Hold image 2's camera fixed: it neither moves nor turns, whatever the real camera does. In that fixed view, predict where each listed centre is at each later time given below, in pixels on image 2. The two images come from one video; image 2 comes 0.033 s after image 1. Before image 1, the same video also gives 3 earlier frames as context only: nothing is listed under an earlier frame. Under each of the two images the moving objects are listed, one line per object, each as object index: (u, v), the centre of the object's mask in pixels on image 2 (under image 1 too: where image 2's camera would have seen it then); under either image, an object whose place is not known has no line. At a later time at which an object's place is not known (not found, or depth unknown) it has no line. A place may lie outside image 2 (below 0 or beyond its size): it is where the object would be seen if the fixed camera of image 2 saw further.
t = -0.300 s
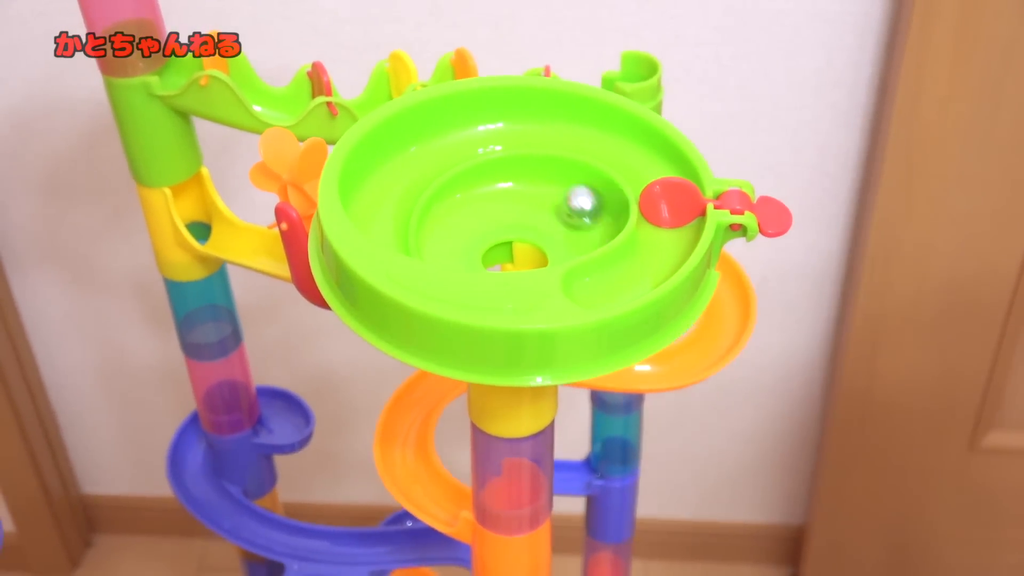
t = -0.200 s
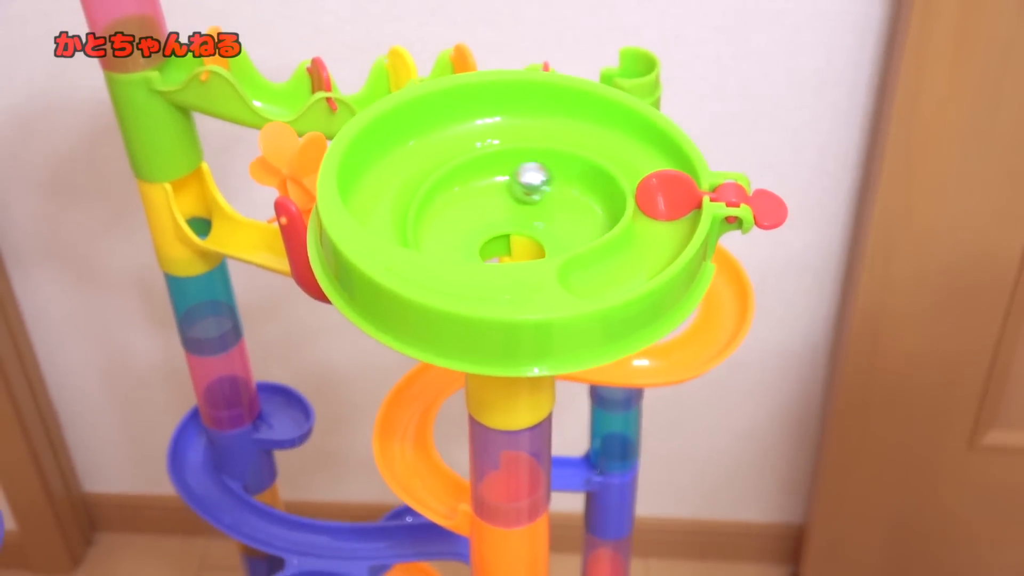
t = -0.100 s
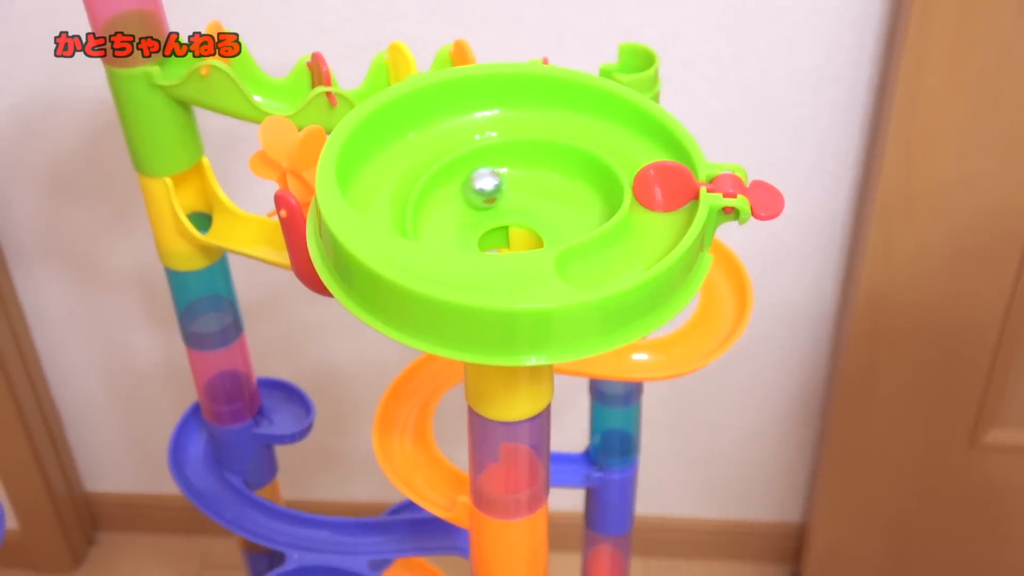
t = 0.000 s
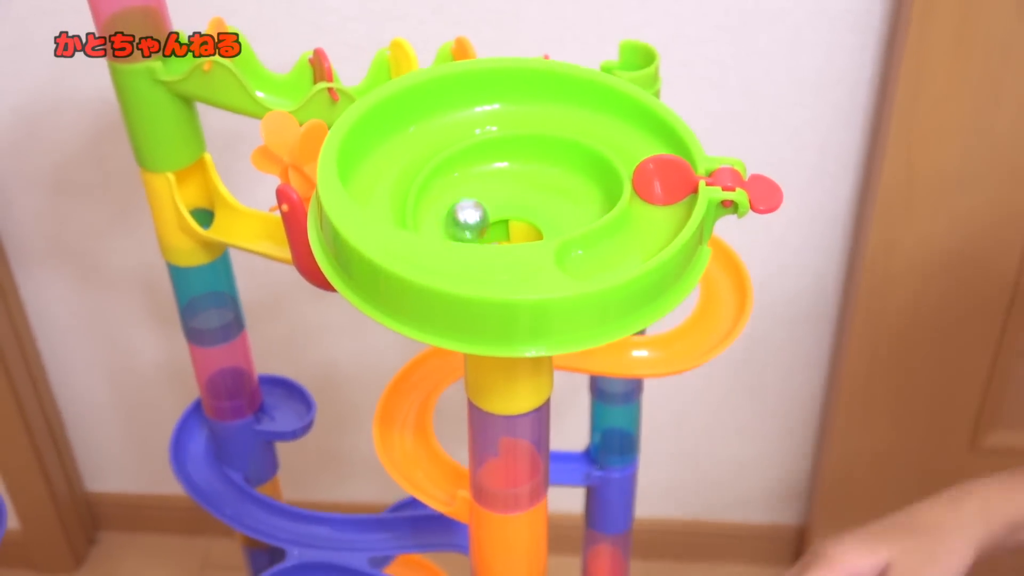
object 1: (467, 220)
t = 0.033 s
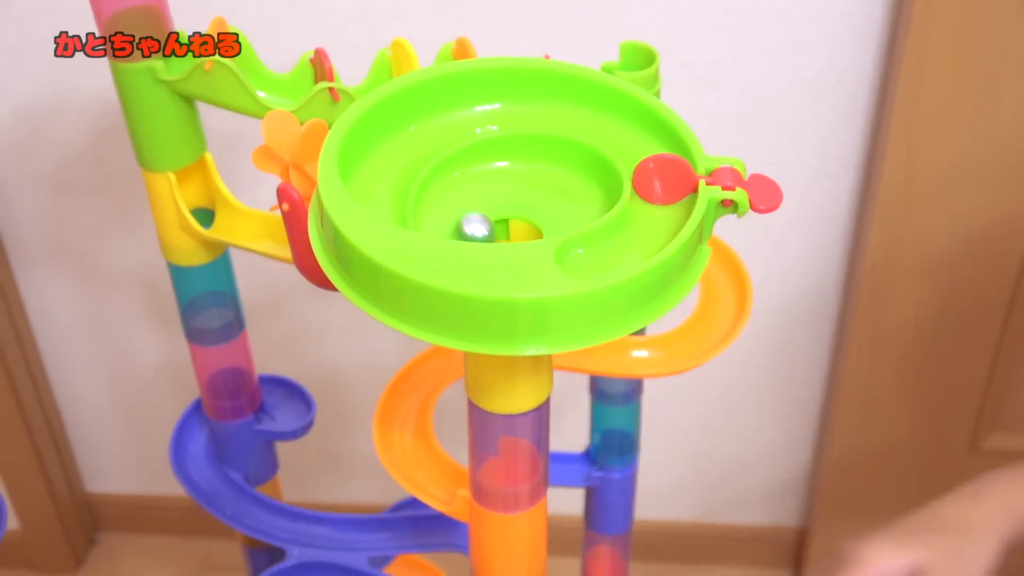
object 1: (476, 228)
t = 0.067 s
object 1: (487, 234)
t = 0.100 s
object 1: (501, 238)
